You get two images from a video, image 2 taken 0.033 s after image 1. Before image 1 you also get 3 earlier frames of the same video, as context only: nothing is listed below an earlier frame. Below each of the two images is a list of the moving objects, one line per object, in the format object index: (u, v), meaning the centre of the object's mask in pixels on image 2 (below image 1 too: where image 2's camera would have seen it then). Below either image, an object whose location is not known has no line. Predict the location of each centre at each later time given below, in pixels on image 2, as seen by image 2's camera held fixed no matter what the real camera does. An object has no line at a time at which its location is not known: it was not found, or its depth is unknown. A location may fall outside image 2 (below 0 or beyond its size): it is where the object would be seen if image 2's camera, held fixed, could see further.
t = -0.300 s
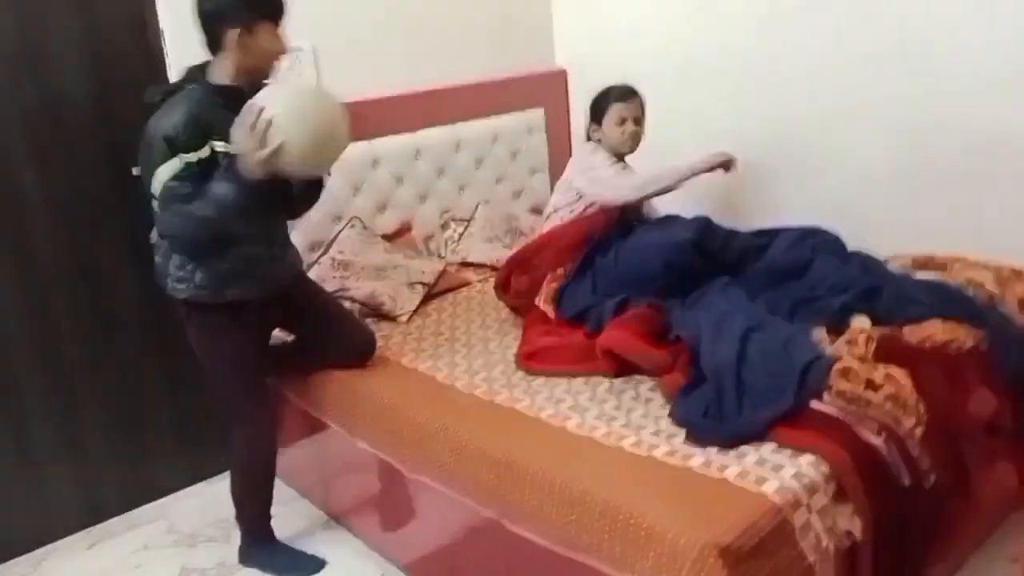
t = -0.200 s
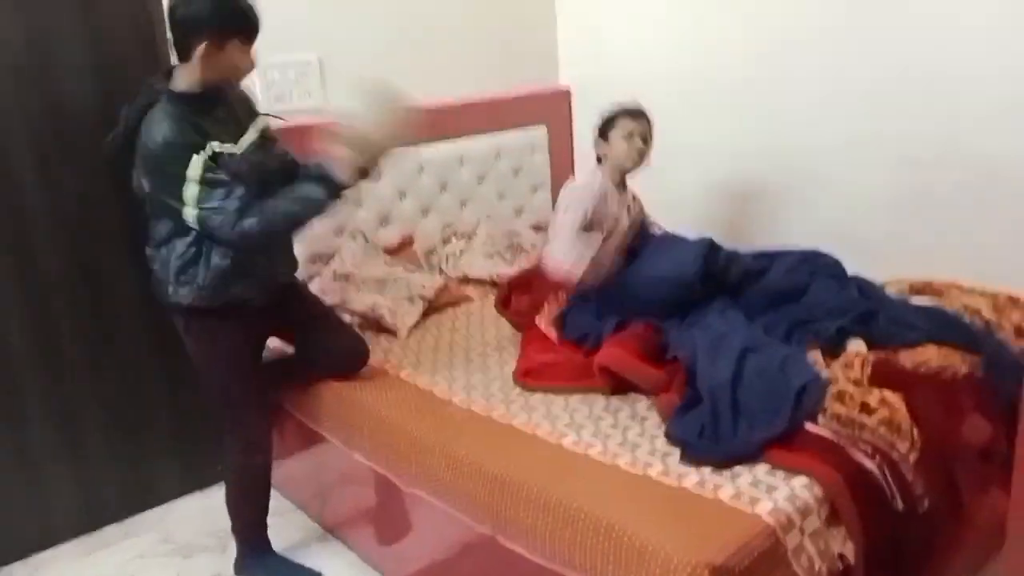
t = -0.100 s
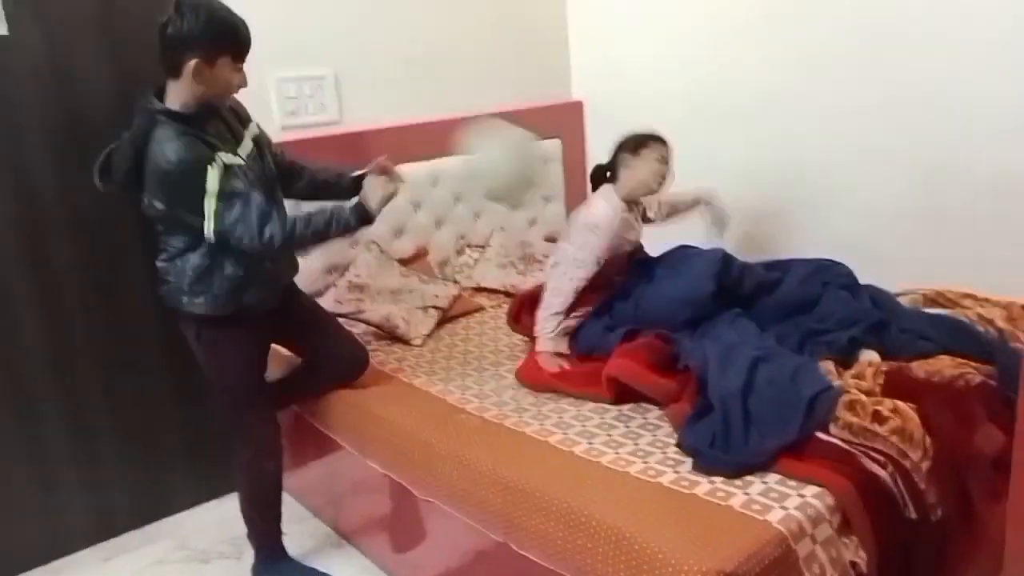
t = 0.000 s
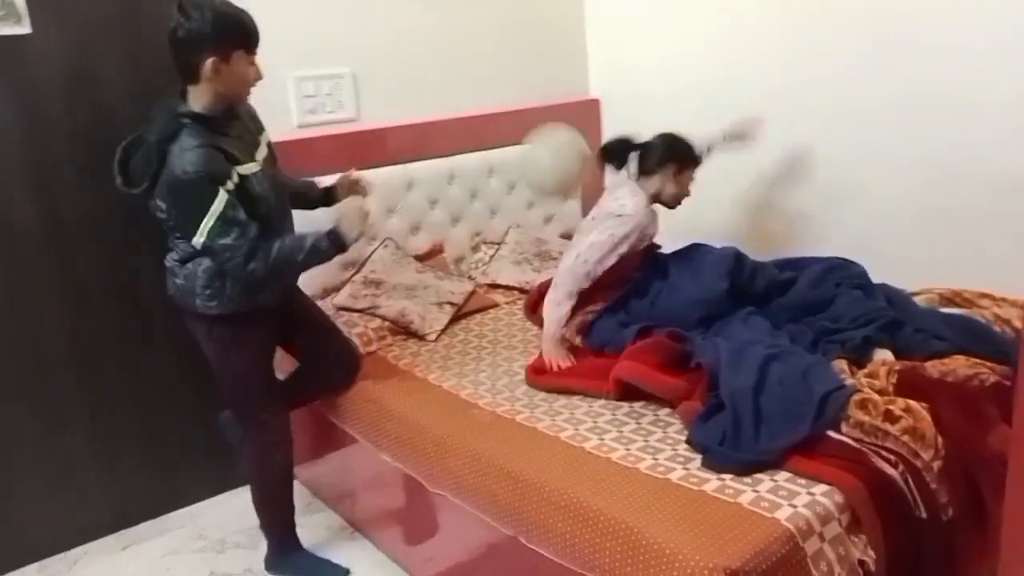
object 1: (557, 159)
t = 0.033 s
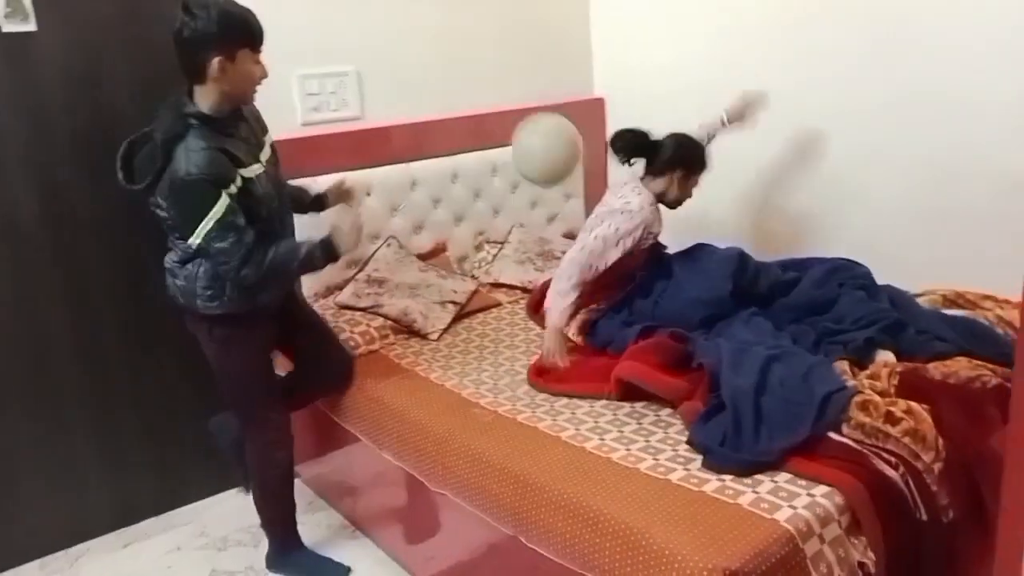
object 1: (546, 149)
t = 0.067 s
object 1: (535, 141)
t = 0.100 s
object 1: (524, 136)
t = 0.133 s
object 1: (514, 133)
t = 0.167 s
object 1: (505, 135)
